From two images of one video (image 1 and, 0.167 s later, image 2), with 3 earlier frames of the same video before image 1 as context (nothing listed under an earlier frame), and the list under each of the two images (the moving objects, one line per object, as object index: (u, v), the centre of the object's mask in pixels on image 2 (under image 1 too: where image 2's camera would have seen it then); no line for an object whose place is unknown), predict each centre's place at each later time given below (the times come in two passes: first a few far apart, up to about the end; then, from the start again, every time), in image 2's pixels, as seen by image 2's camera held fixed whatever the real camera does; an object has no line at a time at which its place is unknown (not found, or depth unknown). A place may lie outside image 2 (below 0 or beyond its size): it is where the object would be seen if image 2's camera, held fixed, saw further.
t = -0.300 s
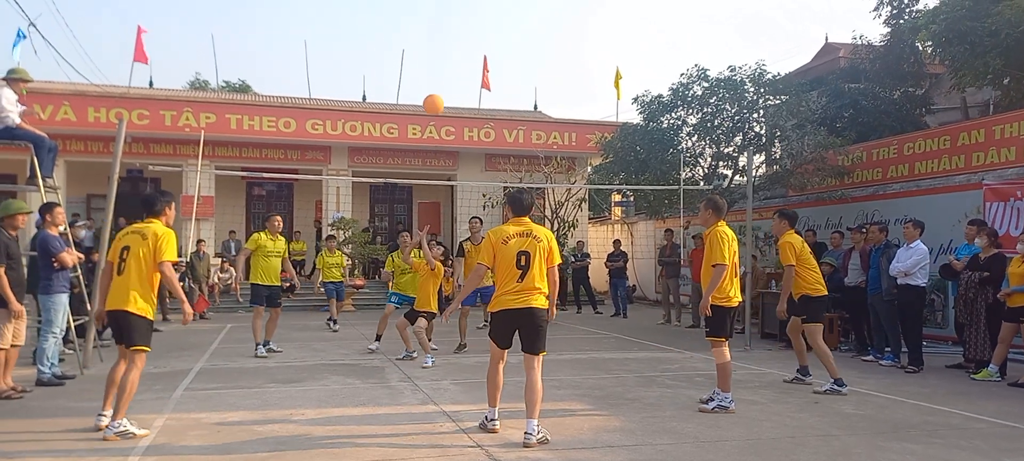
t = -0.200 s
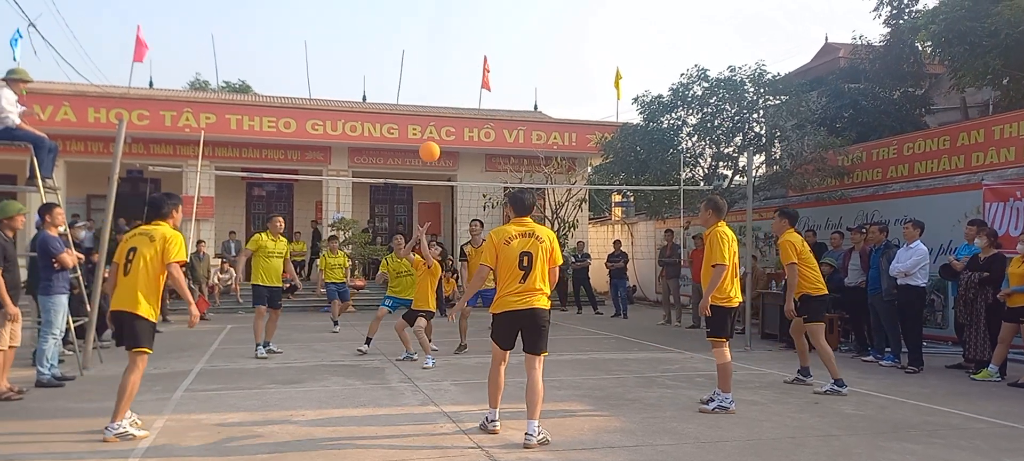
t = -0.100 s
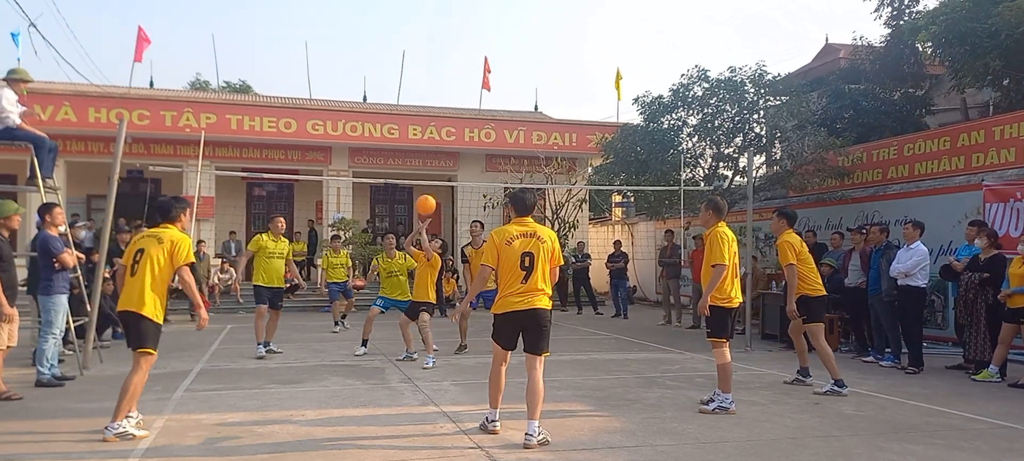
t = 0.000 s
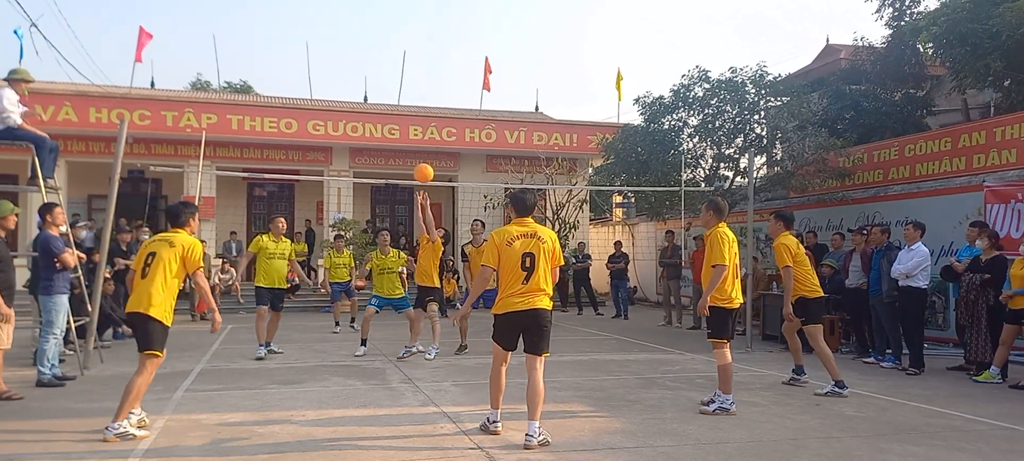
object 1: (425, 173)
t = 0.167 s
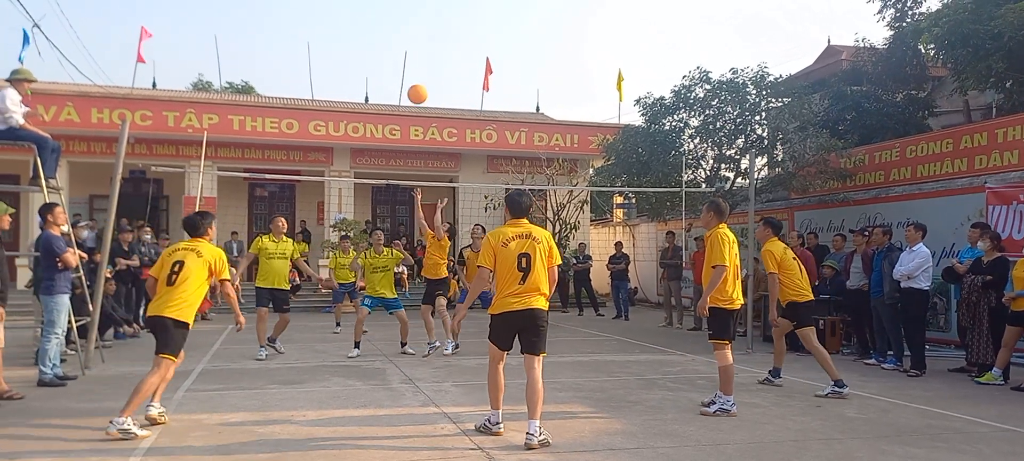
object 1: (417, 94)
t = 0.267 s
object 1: (413, 59)
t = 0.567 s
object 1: (401, 5)
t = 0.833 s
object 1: (389, 18)
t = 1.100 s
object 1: (377, 91)
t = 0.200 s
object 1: (416, 81)
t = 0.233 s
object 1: (414, 69)
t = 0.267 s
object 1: (413, 59)
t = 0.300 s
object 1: (411, 49)
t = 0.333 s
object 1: (410, 40)
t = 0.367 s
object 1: (409, 32)
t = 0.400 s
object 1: (407, 25)
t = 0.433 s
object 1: (406, 19)
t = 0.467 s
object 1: (405, 13)
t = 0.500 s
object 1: (403, 9)
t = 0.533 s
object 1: (402, 6)
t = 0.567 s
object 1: (401, 5)
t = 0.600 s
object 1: (399, 4)
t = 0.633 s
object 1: (398, 4)
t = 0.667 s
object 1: (396, 4)
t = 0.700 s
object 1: (395, 4)
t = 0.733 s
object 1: (394, 6)
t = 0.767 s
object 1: (392, 9)
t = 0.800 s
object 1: (391, 13)
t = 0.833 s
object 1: (389, 18)
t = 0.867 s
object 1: (388, 24)
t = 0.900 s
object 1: (386, 31)
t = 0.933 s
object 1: (385, 39)
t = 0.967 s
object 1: (383, 47)
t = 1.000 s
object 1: (382, 57)
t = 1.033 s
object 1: (380, 68)
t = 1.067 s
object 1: (379, 79)
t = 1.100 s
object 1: (377, 91)
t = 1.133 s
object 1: (376, 104)
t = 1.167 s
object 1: (374, 119)
